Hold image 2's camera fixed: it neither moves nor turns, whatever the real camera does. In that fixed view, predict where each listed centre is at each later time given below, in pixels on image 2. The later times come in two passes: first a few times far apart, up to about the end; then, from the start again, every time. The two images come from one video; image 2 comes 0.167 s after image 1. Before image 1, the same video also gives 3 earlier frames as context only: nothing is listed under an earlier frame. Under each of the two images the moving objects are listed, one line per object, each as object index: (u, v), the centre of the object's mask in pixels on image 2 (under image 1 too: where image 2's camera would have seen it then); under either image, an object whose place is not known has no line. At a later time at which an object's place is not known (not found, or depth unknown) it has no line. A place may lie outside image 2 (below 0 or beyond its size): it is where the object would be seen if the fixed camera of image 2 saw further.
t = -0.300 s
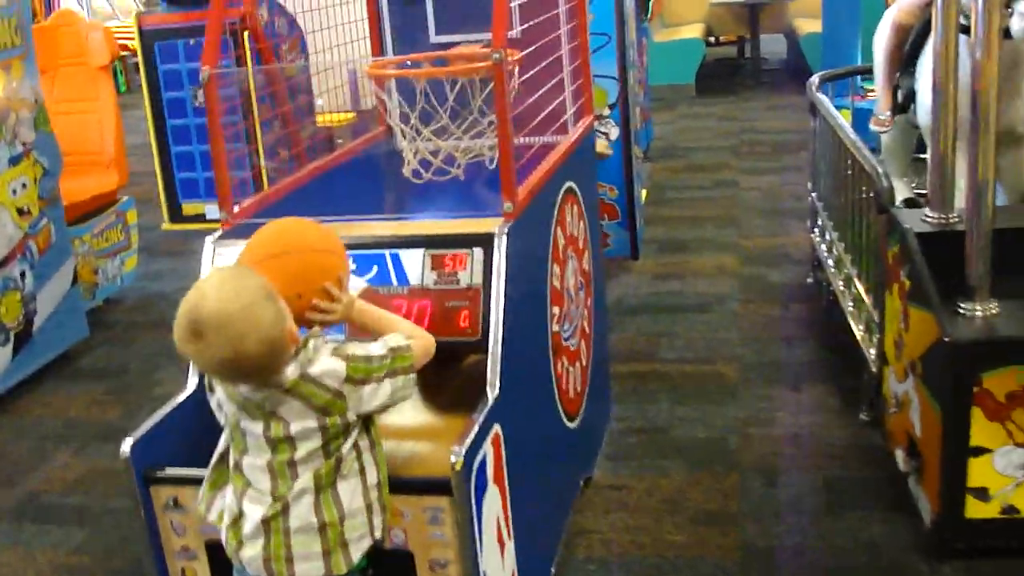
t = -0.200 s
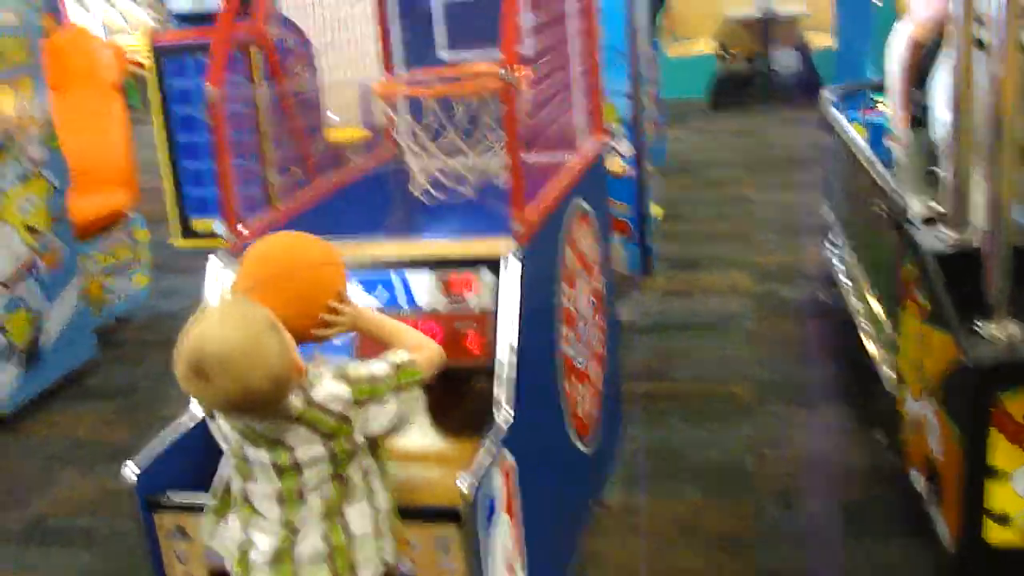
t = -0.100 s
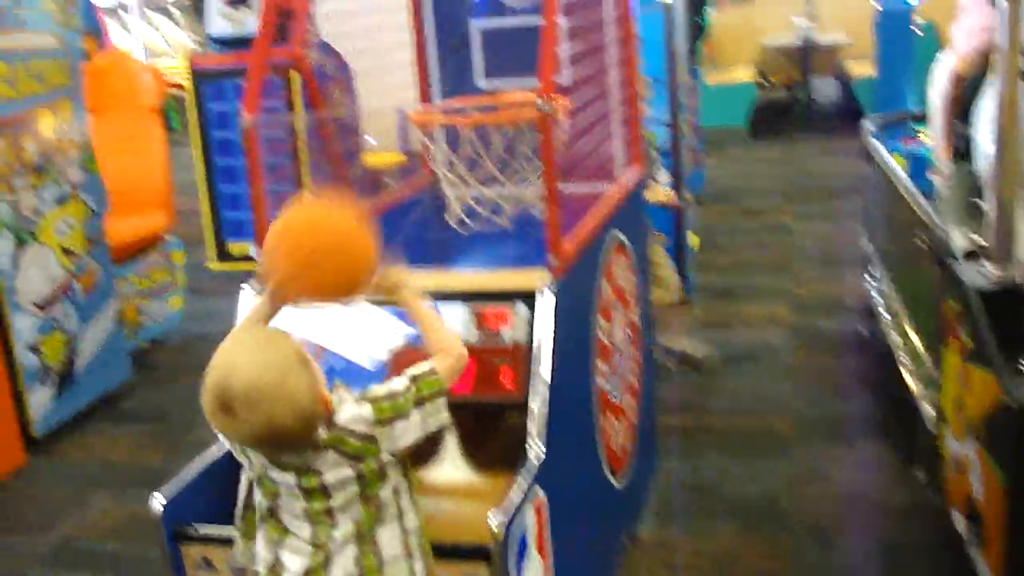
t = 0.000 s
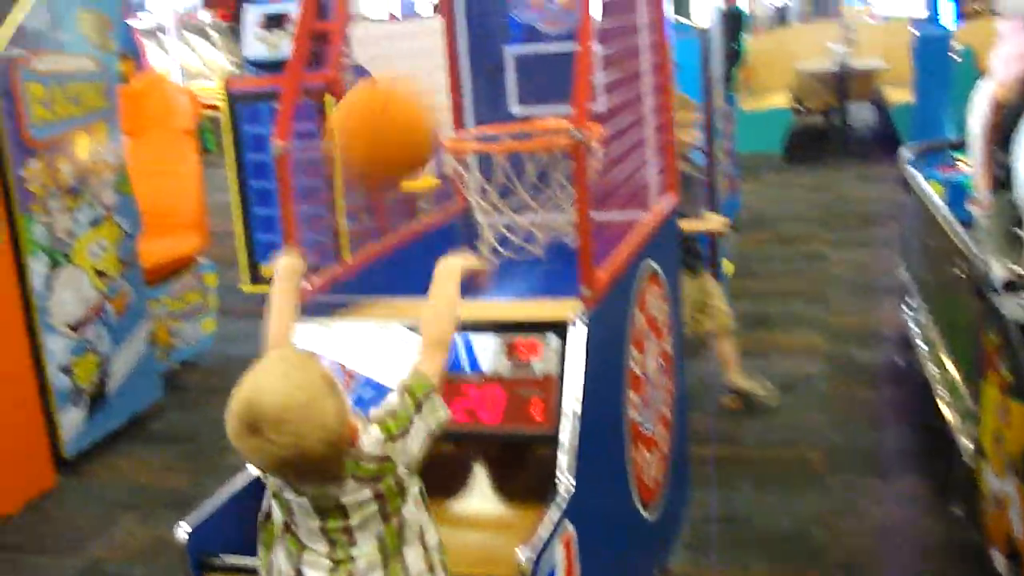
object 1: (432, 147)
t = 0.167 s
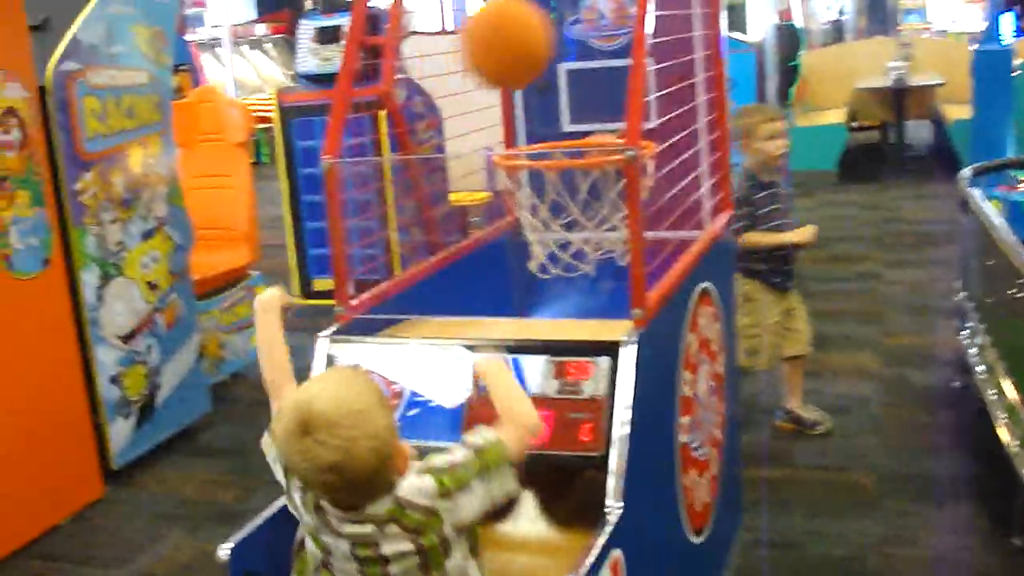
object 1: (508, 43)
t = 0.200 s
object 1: (520, 45)
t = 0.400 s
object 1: (588, 124)
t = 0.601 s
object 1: (598, 277)
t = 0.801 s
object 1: (540, 261)
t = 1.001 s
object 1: (489, 296)
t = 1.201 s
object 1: (501, 308)
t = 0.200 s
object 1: (520, 45)
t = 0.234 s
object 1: (531, 50)
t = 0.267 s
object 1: (542, 59)
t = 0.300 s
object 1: (555, 70)
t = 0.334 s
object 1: (565, 87)
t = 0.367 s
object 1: (576, 109)
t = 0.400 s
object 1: (588, 124)
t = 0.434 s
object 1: (597, 173)
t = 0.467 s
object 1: (597, 188)
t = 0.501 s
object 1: (602, 206)
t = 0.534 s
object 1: (599, 227)
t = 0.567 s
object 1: (598, 252)
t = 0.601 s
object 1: (598, 277)
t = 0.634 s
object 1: (595, 296)
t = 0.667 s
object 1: (587, 301)
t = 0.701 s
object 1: (577, 294)
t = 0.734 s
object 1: (564, 279)
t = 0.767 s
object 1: (551, 267)
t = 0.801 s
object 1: (540, 261)
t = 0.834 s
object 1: (529, 257)
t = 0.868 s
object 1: (519, 259)
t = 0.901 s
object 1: (511, 265)
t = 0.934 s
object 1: (502, 277)
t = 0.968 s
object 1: (495, 287)
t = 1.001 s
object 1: (489, 296)
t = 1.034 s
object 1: (480, 306)
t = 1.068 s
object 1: (484, 304)
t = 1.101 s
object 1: (489, 304)
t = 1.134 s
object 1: (495, 305)
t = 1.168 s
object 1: (499, 307)
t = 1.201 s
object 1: (501, 308)
